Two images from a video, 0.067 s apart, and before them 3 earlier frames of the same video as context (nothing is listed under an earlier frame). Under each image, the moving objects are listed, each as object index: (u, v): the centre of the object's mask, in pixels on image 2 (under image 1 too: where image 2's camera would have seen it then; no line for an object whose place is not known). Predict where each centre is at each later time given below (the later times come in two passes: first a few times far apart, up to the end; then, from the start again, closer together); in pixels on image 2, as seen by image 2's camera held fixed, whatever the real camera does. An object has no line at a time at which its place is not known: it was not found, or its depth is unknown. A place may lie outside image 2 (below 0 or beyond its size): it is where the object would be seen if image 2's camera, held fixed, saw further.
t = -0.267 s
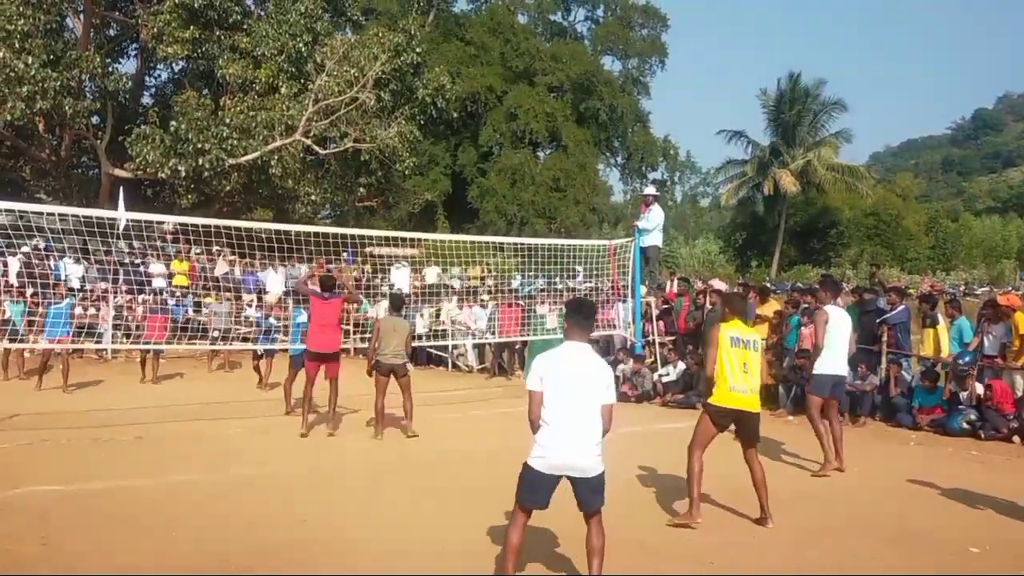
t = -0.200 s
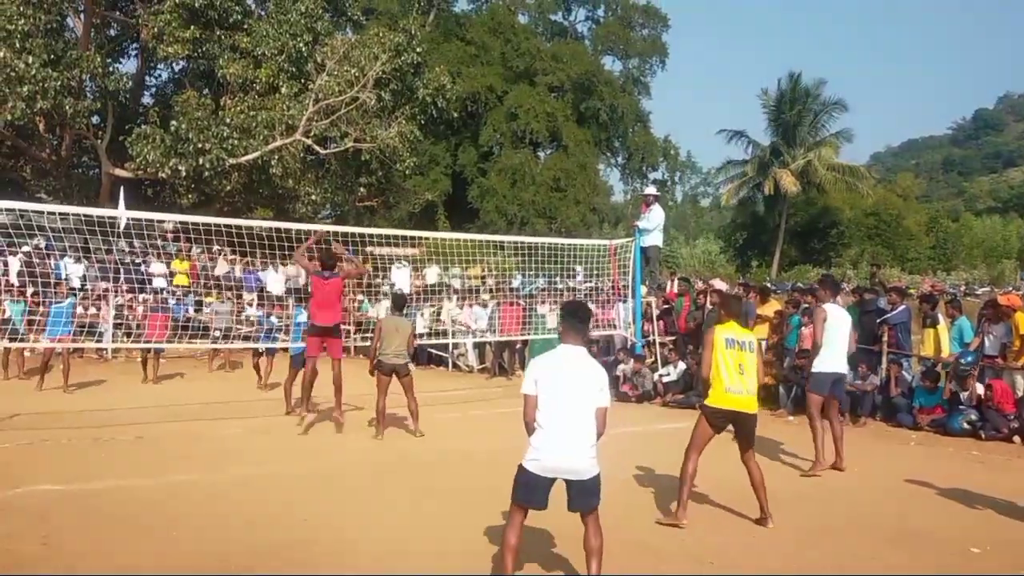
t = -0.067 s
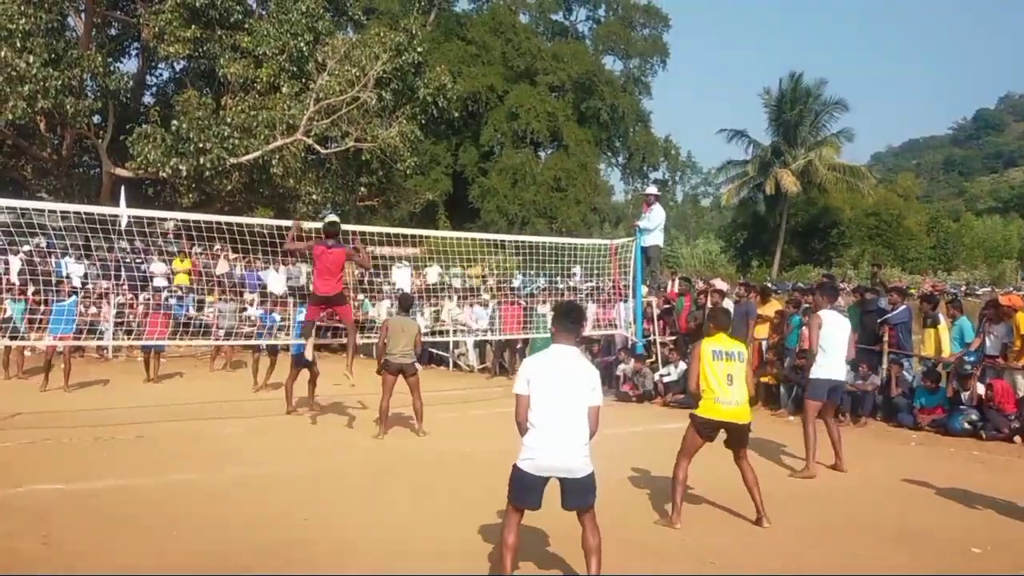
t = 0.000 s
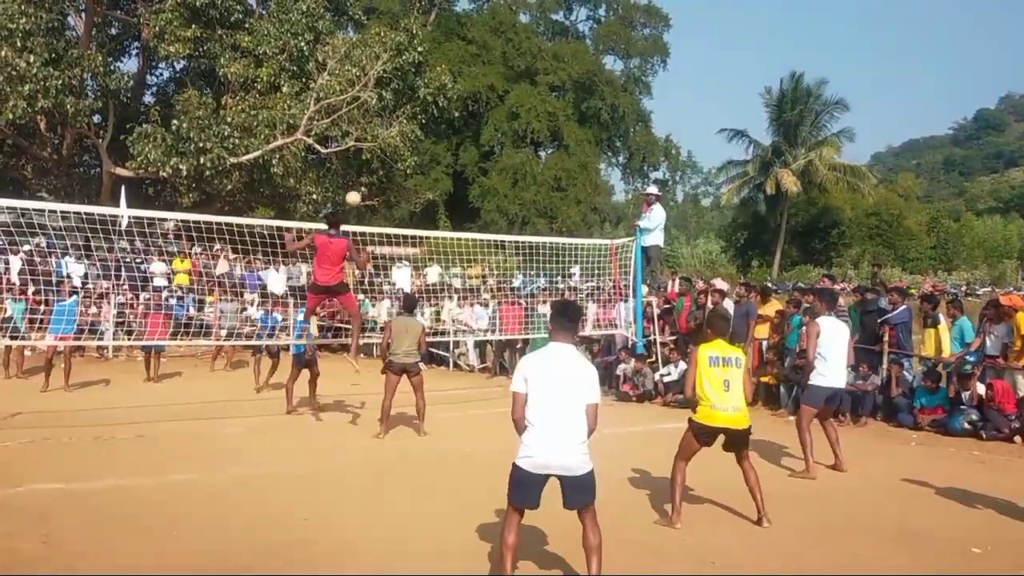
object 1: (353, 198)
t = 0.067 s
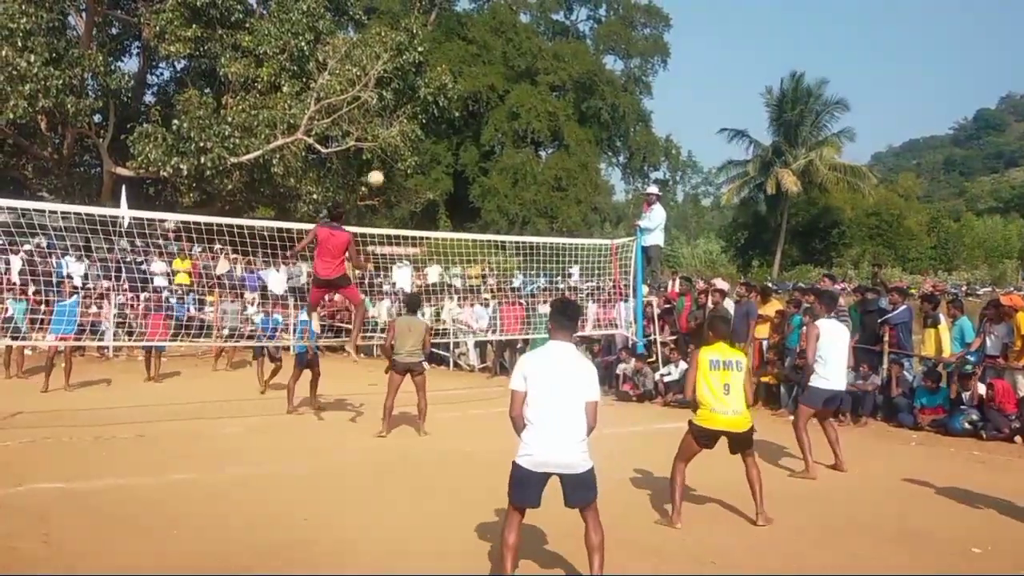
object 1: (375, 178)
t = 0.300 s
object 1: (457, 129)
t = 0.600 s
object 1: (584, 122)
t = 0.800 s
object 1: (693, 174)
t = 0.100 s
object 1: (386, 170)
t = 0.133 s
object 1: (398, 160)
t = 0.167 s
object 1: (409, 152)
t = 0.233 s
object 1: (432, 139)
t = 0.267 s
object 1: (444, 133)
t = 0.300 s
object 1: (457, 129)
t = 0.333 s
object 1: (469, 124)
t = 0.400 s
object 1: (496, 117)
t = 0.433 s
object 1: (510, 115)
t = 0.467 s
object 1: (524, 114)
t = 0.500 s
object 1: (538, 114)
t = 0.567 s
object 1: (568, 119)
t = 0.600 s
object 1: (584, 122)
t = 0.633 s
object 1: (601, 128)
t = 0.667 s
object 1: (618, 134)
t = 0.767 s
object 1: (673, 162)
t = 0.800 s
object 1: (693, 174)
